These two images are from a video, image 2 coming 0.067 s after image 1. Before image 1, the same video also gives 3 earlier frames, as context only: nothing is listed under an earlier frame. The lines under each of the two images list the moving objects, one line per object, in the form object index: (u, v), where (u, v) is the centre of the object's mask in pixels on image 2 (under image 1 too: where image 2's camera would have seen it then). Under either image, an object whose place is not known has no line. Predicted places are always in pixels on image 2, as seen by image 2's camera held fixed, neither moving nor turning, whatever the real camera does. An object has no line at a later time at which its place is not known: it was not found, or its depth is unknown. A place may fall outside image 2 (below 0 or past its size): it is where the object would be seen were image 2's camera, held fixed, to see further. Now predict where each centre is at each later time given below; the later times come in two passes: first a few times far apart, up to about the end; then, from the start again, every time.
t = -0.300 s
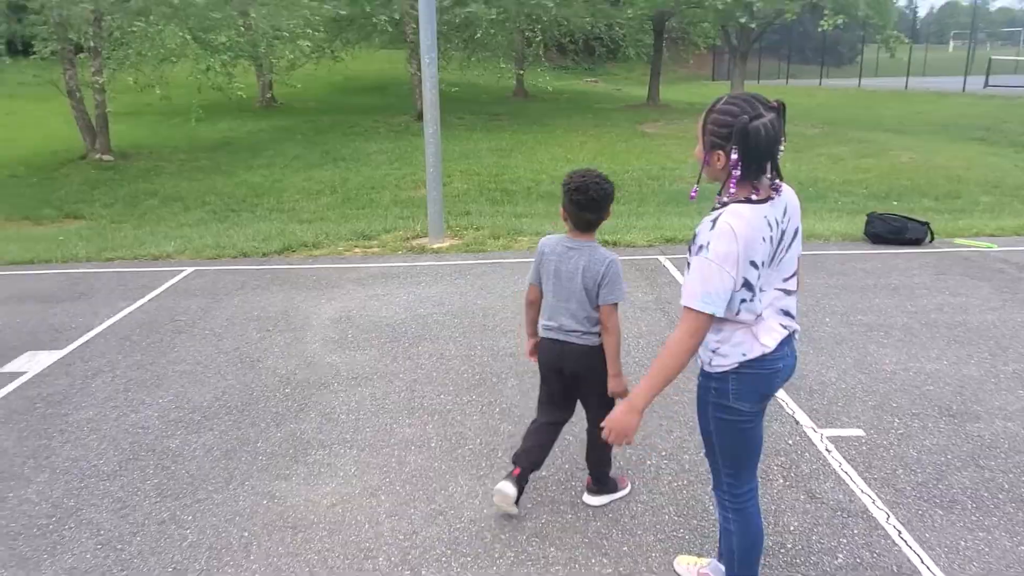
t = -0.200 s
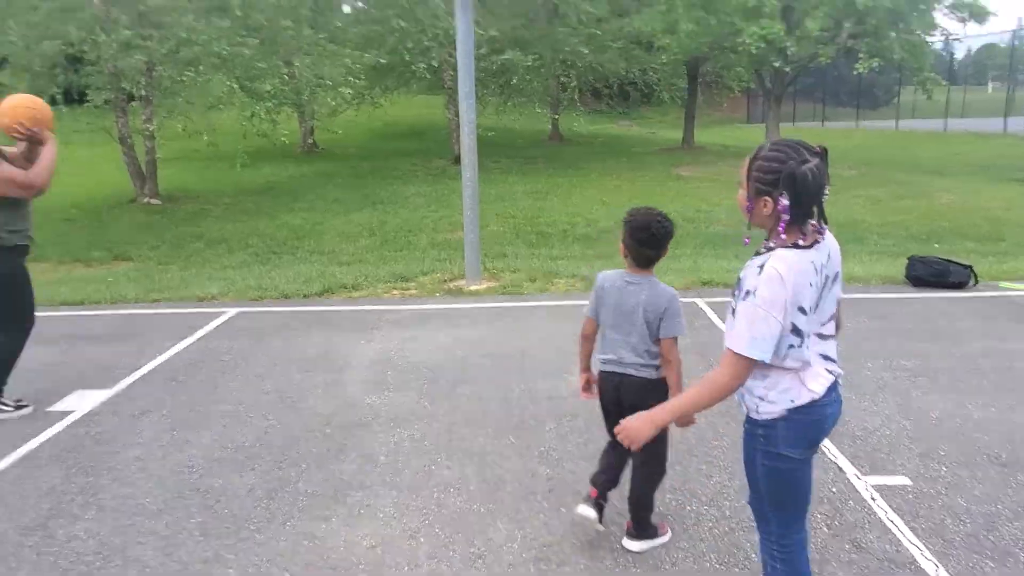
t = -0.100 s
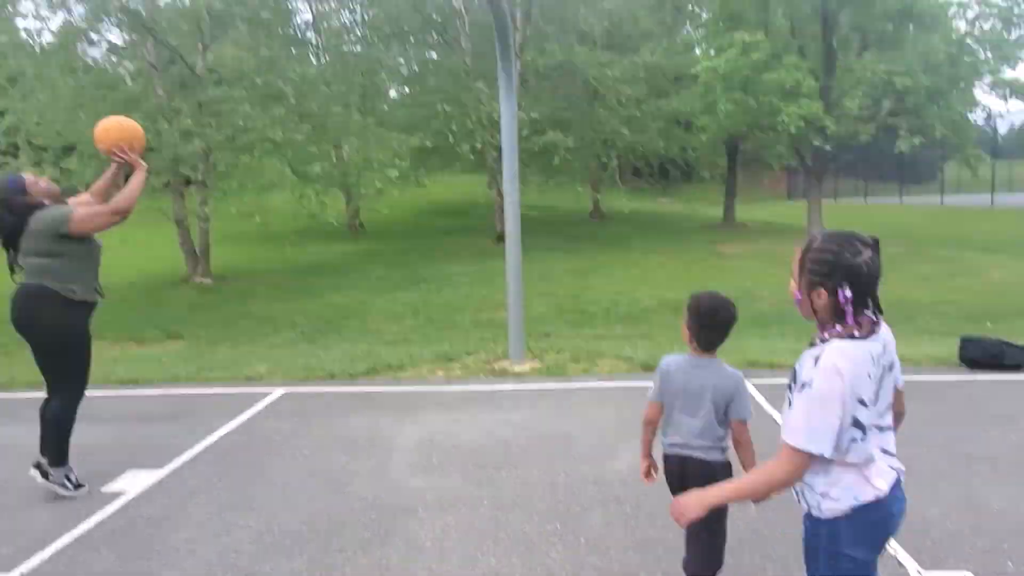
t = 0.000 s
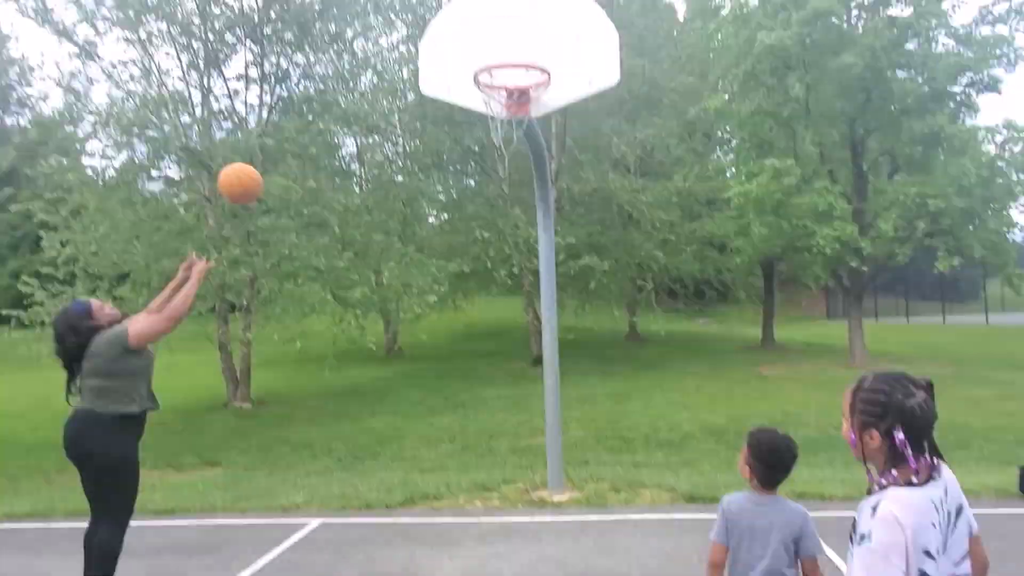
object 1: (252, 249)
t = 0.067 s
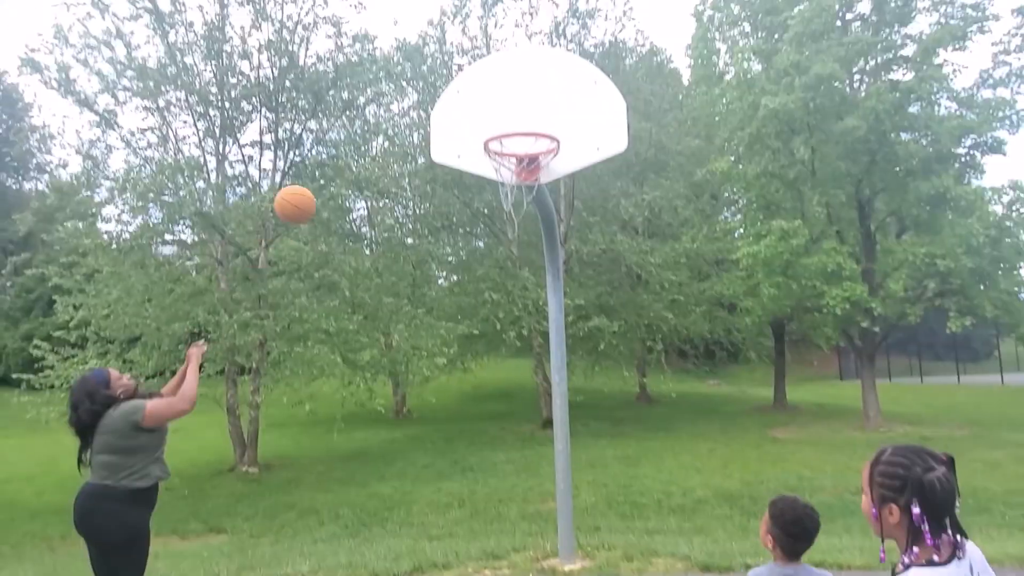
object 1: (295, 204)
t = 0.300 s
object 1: (424, 120)
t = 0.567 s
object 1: (512, 109)
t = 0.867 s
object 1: (506, 122)
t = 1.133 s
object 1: (464, 177)
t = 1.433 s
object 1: (430, 331)
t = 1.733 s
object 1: (389, 638)
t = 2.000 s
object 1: (358, 408)
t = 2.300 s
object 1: (315, 292)
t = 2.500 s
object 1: (285, 298)
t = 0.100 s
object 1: (315, 186)
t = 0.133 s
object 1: (335, 171)
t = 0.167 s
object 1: (354, 157)
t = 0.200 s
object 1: (372, 145)
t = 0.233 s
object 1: (390, 135)
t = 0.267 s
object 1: (407, 127)
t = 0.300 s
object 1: (424, 120)
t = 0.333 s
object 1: (440, 115)
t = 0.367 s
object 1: (457, 112)
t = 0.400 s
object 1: (473, 111)
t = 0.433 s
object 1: (487, 111)
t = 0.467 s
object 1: (494, 109)
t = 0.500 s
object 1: (500, 107)
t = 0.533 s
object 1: (506, 107)
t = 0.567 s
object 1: (512, 109)
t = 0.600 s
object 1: (520, 112)
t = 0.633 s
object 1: (527, 117)
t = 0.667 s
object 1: (534, 122)
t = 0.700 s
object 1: (538, 125)
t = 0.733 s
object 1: (531, 123)
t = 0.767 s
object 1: (524, 121)
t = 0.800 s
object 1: (518, 120)
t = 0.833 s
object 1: (512, 120)
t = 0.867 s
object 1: (506, 122)
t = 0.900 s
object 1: (500, 125)
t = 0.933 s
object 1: (493, 129)
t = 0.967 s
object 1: (487, 136)
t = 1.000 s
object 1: (481, 145)
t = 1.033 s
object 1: (476, 156)
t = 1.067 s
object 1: (473, 163)
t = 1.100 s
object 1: (468, 169)
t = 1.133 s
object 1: (464, 177)
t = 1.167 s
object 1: (460, 186)
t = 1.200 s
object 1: (456, 198)
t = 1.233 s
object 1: (452, 212)
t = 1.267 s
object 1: (448, 227)
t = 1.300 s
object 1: (444, 244)
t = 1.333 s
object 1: (441, 263)
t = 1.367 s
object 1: (438, 285)
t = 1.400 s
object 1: (434, 306)
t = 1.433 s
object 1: (430, 331)
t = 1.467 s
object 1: (427, 358)
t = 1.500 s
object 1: (423, 387)
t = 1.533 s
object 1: (419, 417)
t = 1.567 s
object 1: (414, 449)
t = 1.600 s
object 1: (410, 484)
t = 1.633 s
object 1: (407, 521)
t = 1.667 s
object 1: (401, 561)
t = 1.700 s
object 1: (395, 605)
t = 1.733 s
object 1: (389, 638)
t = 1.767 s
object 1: (385, 603)
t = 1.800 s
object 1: (383, 568)
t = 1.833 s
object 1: (379, 537)
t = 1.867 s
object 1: (375, 507)
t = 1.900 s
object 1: (370, 480)
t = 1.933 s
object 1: (365, 454)
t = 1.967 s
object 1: (360, 431)
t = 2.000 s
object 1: (358, 408)
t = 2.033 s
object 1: (351, 390)
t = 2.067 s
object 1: (347, 371)
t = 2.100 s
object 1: (343, 354)
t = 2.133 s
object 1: (338, 339)
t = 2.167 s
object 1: (333, 326)
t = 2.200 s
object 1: (329, 315)
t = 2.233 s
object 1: (324, 305)
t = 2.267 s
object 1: (320, 298)
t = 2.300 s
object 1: (315, 292)
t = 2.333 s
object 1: (311, 288)
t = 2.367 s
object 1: (306, 286)
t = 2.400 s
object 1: (301, 286)
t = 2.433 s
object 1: (296, 287)
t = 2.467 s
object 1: (291, 291)
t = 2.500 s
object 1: (285, 298)
